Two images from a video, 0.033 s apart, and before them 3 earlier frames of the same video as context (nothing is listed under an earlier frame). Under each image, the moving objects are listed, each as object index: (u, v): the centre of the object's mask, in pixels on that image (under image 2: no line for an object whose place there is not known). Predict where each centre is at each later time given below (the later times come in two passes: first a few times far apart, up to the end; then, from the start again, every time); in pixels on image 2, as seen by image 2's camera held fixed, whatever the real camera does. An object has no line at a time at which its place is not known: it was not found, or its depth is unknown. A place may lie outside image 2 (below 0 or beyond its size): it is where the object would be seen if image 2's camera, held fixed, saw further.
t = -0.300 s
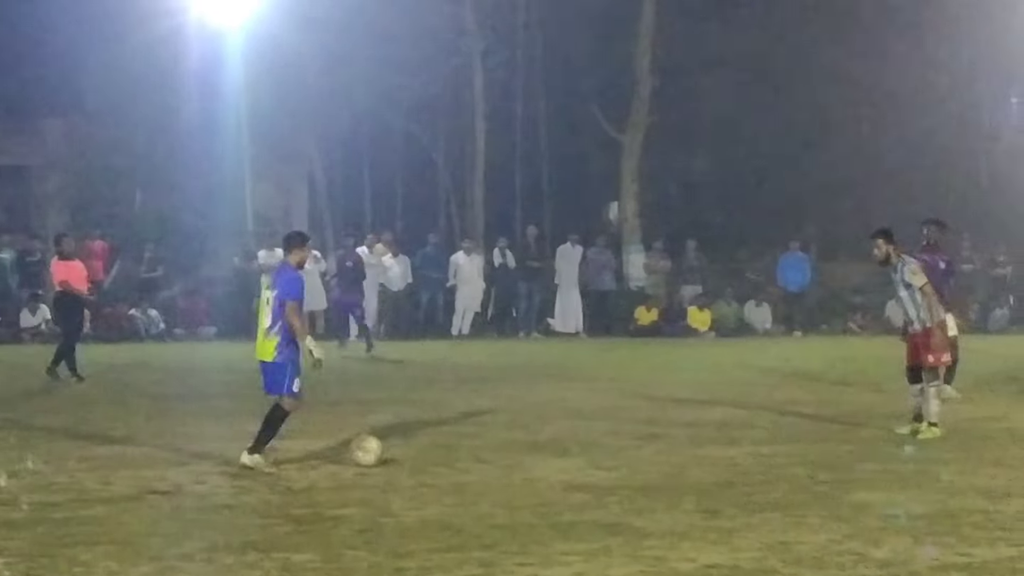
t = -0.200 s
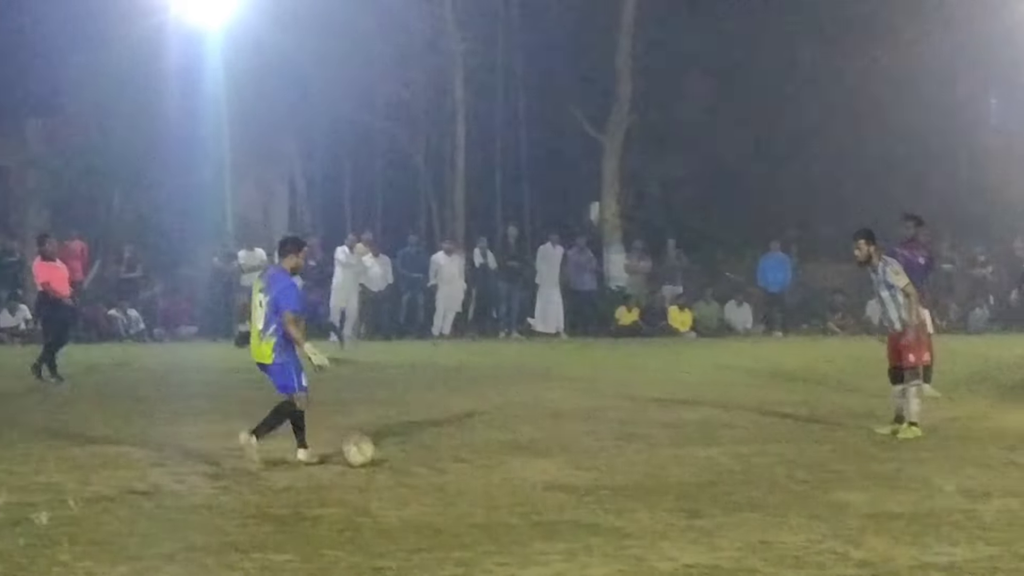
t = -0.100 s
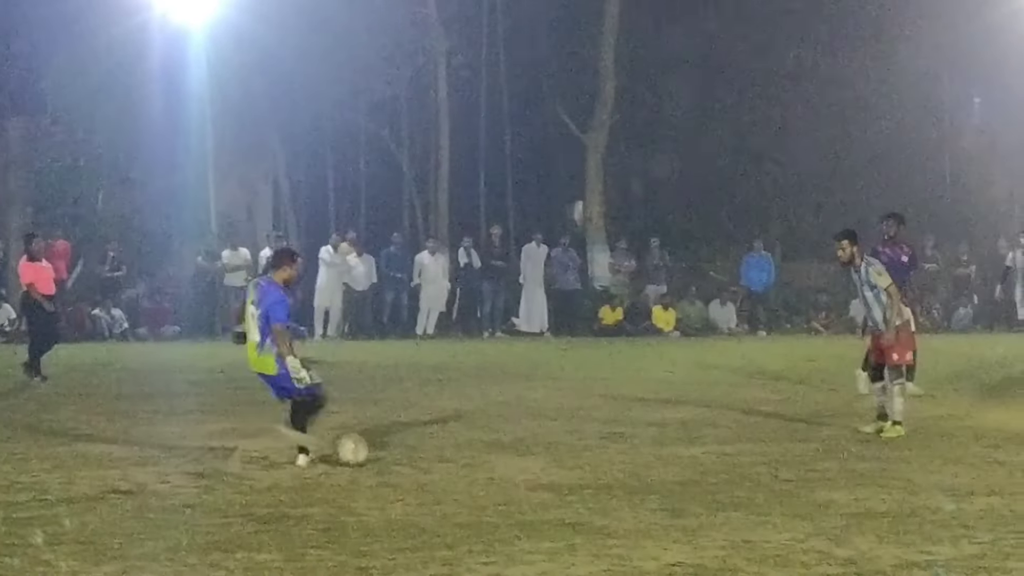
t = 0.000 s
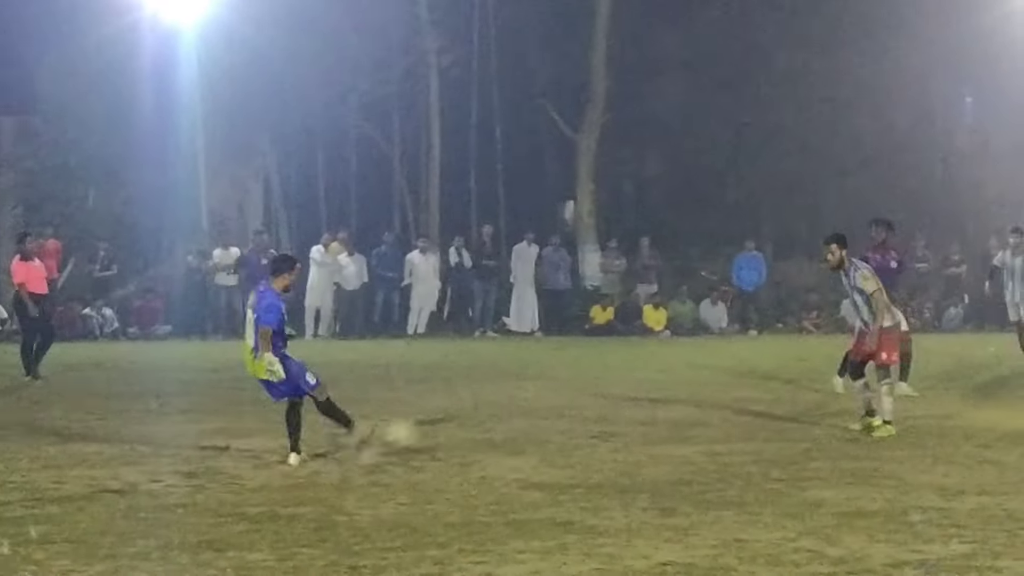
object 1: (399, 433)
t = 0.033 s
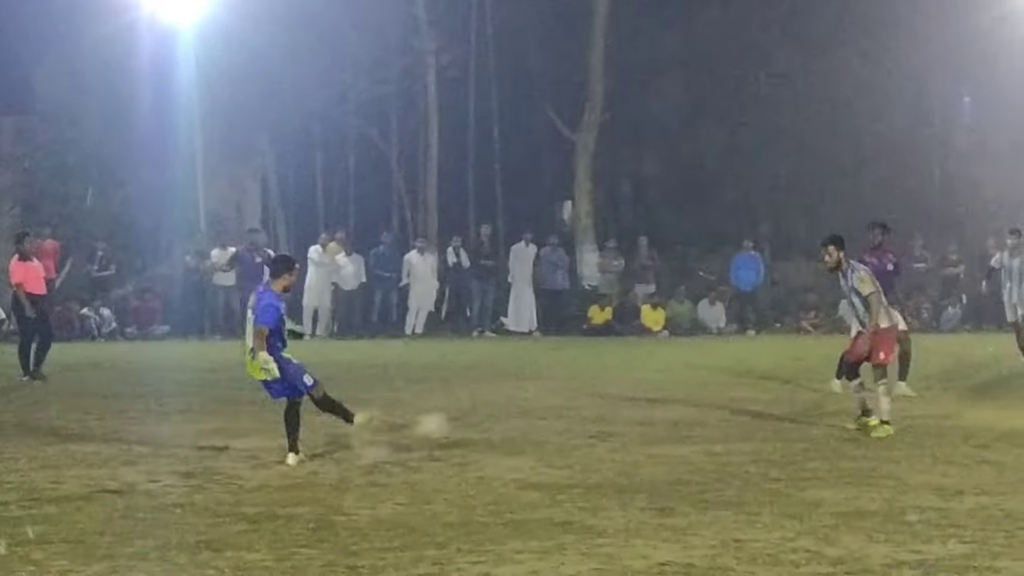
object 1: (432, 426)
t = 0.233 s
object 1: (591, 412)
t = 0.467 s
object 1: (707, 376)
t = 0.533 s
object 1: (738, 379)
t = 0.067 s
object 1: (461, 420)
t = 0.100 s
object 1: (488, 417)
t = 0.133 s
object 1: (515, 414)
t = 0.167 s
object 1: (541, 413)
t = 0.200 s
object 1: (567, 414)
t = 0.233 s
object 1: (591, 412)
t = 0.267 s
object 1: (611, 404)
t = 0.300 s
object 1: (628, 394)
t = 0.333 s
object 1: (645, 387)
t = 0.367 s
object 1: (661, 382)
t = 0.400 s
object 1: (679, 378)
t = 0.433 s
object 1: (694, 376)
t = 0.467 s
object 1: (707, 376)
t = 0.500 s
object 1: (723, 377)
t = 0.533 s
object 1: (738, 379)
